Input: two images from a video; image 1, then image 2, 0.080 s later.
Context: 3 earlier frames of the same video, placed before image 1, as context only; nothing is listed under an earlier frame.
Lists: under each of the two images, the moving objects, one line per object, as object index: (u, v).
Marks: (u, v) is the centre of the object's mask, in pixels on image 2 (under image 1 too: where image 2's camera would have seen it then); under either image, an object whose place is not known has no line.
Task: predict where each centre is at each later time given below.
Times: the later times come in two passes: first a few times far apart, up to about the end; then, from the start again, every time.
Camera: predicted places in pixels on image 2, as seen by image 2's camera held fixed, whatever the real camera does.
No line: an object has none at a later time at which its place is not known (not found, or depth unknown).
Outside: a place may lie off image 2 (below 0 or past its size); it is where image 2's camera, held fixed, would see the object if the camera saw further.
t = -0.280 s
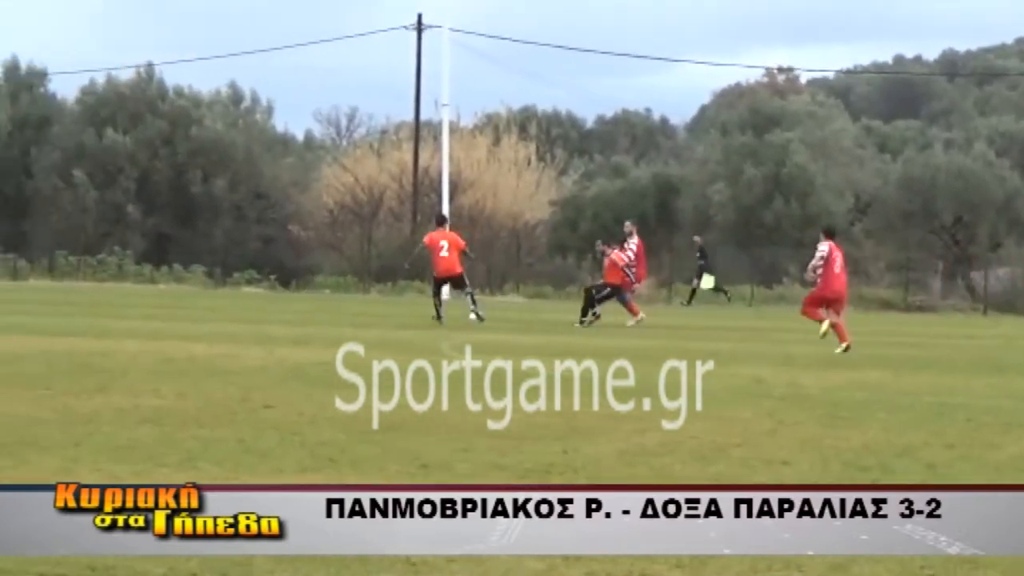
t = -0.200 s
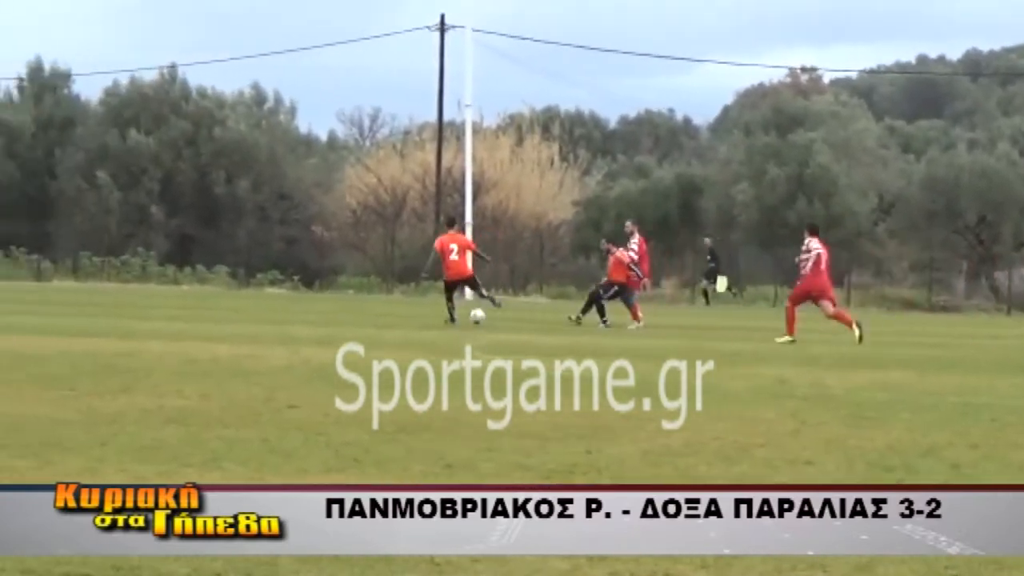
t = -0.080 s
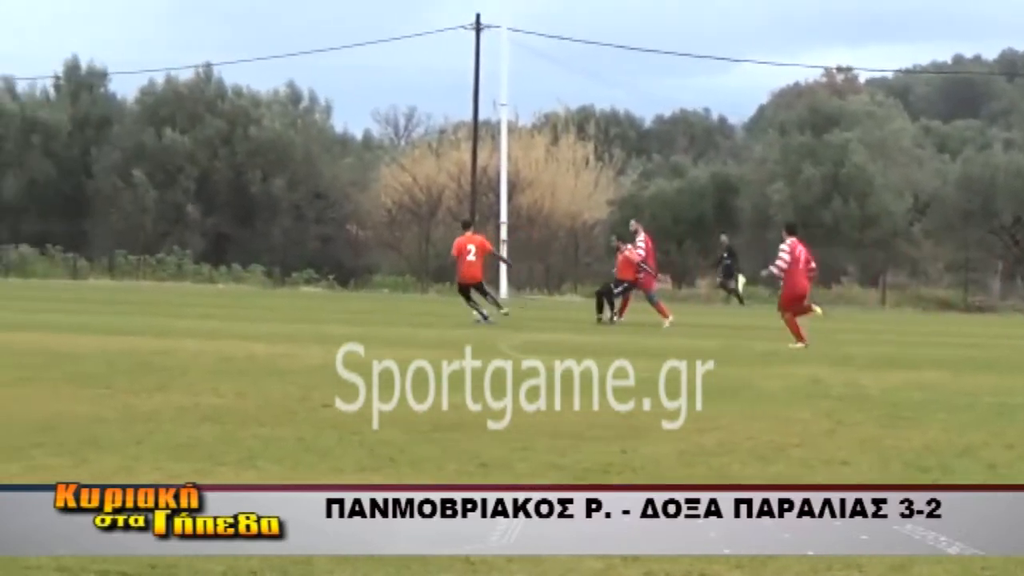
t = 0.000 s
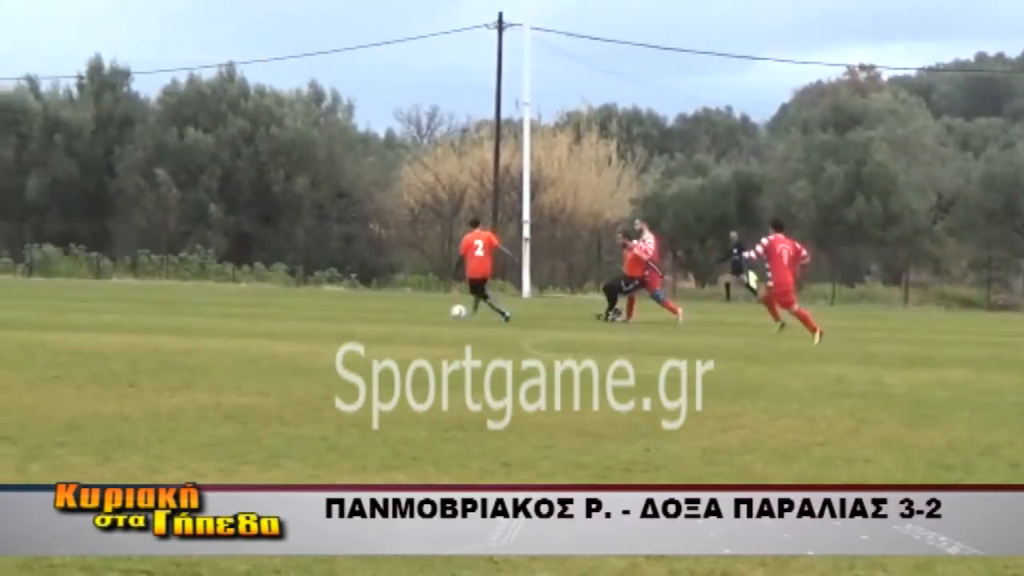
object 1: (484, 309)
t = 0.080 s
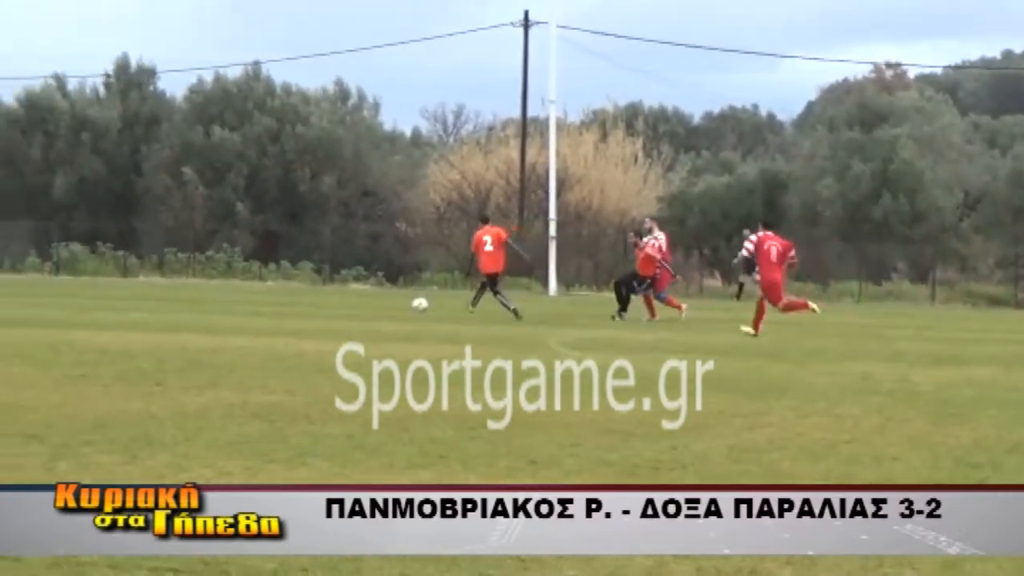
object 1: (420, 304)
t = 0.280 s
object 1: (266, 302)
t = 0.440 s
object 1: (158, 294)
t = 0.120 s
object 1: (388, 303)
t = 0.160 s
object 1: (356, 303)
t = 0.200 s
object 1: (324, 304)
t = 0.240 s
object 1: (294, 304)
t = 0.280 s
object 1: (266, 302)
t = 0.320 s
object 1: (238, 300)
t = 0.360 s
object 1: (210, 299)
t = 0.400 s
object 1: (183, 298)
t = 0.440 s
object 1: (158, 294)
